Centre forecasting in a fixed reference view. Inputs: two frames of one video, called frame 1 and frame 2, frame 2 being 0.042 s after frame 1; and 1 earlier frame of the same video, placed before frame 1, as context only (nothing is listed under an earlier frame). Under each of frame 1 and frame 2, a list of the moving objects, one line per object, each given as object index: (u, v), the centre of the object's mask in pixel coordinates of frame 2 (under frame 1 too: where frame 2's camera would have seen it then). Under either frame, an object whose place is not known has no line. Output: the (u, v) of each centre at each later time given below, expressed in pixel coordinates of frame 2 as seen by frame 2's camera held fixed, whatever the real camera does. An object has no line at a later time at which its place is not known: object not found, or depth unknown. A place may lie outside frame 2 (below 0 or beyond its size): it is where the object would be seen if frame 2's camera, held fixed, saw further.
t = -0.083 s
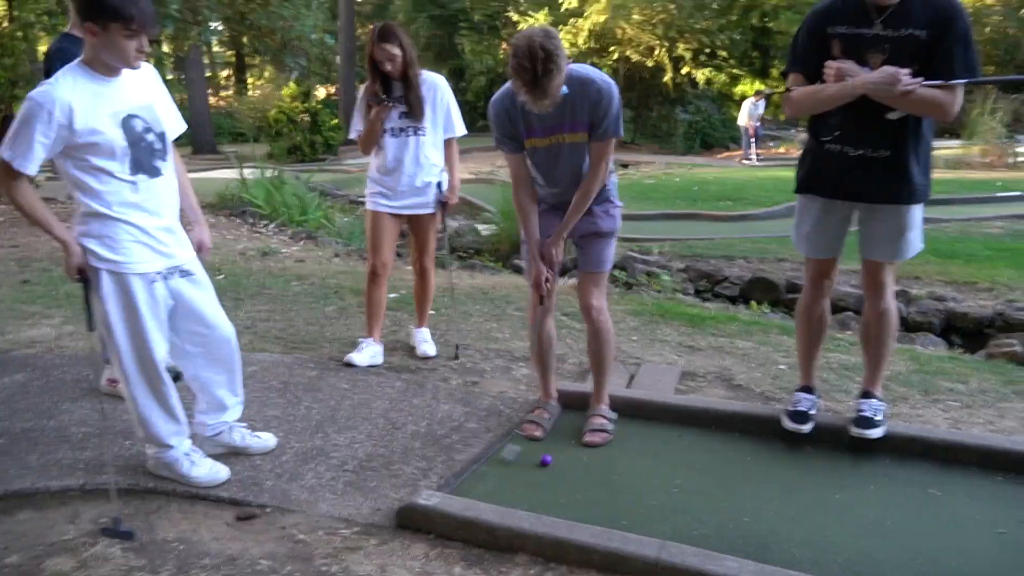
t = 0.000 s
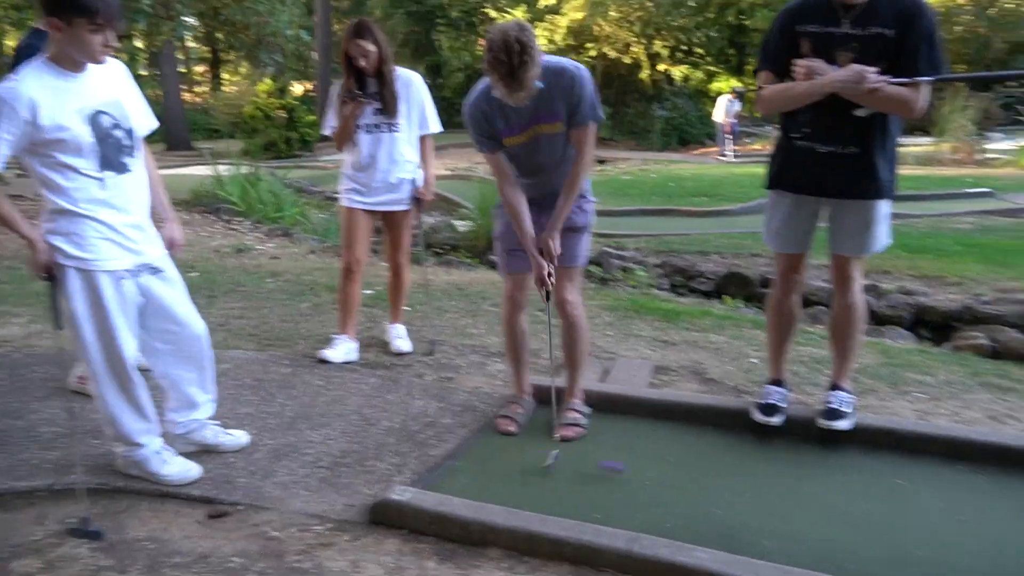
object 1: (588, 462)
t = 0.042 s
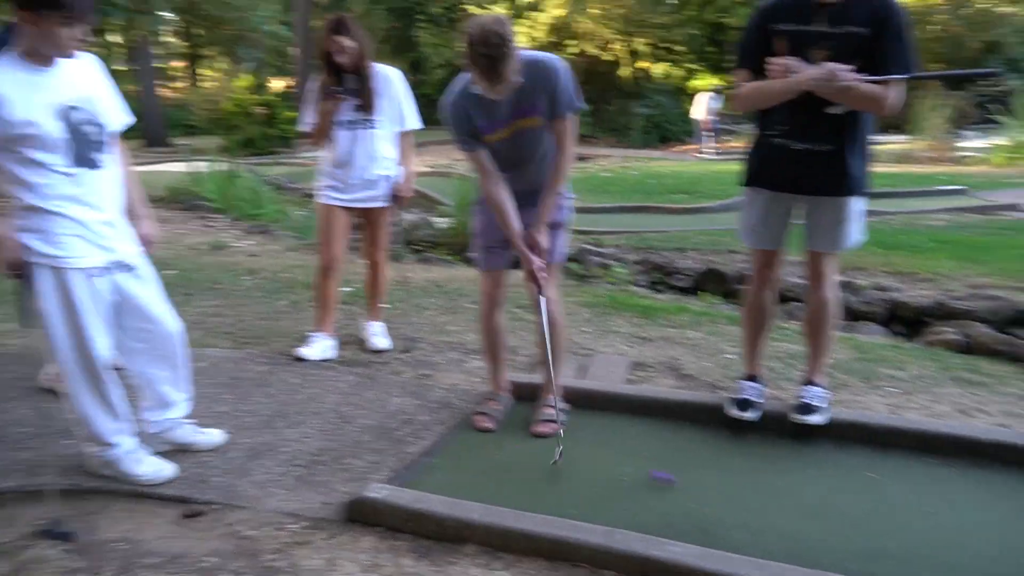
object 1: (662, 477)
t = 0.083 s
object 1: (740, 492)
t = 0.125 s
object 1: (819, 503)
